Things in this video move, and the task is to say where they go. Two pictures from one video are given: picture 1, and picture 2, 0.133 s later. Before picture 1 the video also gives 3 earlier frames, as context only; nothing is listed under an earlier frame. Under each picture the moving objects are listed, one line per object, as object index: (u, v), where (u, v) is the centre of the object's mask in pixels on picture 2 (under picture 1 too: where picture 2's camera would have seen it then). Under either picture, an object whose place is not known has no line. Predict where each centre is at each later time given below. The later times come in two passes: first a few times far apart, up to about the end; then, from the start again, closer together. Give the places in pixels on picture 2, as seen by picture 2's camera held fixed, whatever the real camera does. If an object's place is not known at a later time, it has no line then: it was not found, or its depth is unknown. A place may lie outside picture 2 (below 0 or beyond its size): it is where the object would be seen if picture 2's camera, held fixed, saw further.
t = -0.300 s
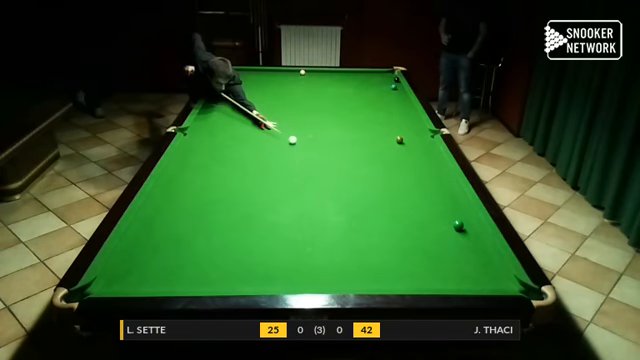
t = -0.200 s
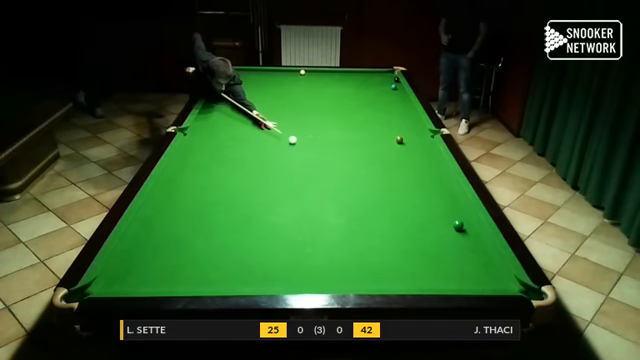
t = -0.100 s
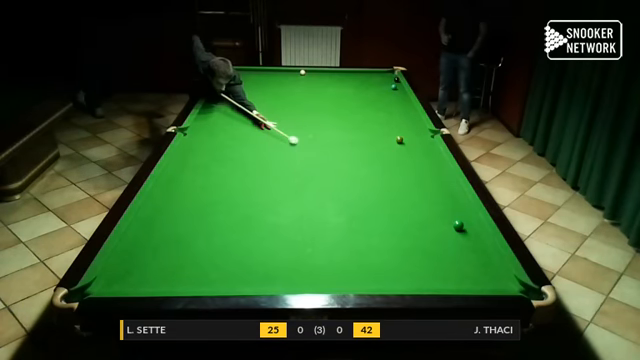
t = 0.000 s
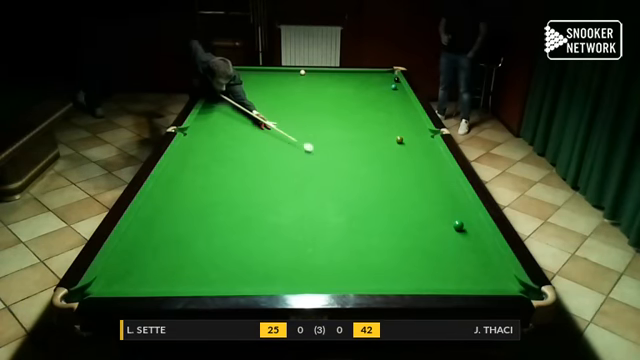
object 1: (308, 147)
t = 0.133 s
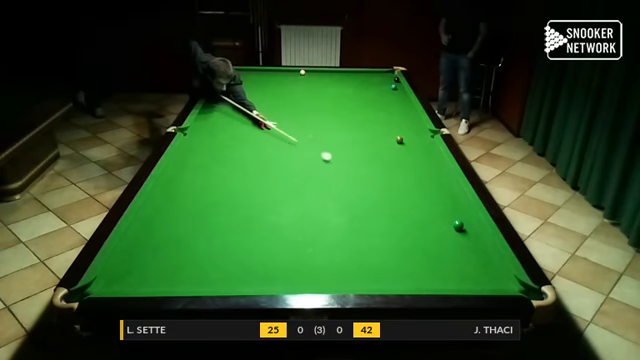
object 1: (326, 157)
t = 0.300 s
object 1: (348, 168)
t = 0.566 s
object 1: (387, 187)
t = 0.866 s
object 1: (438, 213)
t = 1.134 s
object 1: (467, 221)
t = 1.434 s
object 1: (469, 223)
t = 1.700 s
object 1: (457, 225)
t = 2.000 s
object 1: (444, 227)
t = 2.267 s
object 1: (435, 228)
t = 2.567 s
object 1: (426, 230)
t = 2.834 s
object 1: (419, 231)
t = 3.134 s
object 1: (413, 232)
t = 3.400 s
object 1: (409, 232)
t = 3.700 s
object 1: (406, 233)
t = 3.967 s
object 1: (405, 233)
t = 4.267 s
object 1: (405, 233)
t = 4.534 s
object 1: (405, 233)
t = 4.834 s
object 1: (405, 233)
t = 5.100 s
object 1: (405, 233)
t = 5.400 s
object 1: (405, 233)
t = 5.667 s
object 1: (405, 233)
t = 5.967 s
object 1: (405, 233)
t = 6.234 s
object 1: (405, 233)
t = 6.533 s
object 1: (405, 233)
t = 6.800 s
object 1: (405, 233)
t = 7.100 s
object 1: (405, 233)
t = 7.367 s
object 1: (405, 233)
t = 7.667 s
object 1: (405, 233)
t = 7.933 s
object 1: (405, 233)
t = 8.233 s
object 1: (405, 233)
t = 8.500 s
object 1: (405, 233)
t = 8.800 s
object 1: (405, 233)
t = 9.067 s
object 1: (405, 233)
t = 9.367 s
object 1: (405, 233)
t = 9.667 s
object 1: (405, 233)
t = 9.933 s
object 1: (405, 233)
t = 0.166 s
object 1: (330, 159)
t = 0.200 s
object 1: (334, 161)
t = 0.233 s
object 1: (339, 163)
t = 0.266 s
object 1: (344, 165)
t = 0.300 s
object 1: (348, 168)
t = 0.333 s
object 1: (353, 170)
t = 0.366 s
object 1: (358, 172)
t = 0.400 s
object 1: (362, 175)
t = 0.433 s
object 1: (367, 177)
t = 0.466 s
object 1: (372, 180)
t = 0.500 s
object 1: (377, 182)
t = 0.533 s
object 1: (382, 185)
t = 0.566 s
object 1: (387, 187)
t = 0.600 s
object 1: (393, 190)
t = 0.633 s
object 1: (398, 193)
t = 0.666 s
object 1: (403, 195)
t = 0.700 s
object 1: (409, 198)
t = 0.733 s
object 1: (415, 201)
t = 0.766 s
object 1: (420, 204)
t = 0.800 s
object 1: (426, 207)
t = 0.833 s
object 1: (432, 210)
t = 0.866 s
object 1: (438, 213)
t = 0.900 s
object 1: (444, 216)
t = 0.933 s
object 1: (450, 219)
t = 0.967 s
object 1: (453, 219)
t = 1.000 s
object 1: (456, 220)
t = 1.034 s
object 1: (458, 220)
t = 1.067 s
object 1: (461, 220)
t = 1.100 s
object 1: (464, 220)
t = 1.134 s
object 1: (467, 221)
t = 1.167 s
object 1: (470, 221)
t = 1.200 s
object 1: (473, 221)
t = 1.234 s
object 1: (476, 222)
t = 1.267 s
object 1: (477, 222)
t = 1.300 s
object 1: (475, 223)
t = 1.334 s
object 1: (473, 223)
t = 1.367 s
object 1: (472, 223)
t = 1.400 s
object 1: (470, 223)
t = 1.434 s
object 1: (469, 223)
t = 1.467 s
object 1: (467, 224)
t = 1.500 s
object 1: (466, 224)
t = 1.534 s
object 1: (464, 224)
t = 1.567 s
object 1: (462, 224)
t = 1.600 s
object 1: (461, 224)
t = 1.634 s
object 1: (460, 225)
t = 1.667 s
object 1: (458, 225)
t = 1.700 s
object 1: (457, 225)
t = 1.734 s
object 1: (455, 225)
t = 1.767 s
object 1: (454, 225)
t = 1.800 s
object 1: (452, 226)
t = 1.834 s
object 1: (451, 226)
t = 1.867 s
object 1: (450, 226)
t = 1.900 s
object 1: (448, 226)
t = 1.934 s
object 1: (447, 226)
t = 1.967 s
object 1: (446, 226)
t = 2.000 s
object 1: (444, 227)
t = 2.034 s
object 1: (443, 227)
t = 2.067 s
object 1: (442, 227)
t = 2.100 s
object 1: (441, 227)
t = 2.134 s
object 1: (439, 228)
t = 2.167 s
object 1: (438, 228)
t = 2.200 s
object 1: (437, 228)
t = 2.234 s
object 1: (436, 228)
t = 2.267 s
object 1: (435, 228)
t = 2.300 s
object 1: (434, 228)
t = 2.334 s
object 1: (432, 229)
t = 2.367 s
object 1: (431, 229)
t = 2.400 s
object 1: (430, 229)
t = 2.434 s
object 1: (429, 229)
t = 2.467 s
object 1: (428, 229)
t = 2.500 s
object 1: (427, 230)
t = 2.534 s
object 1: (426, 230)
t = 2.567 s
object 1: (426, 230)
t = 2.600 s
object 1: (424, 230)
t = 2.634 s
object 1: (424, 230)
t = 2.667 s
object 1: (423, 230)
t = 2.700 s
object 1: (422, 230)
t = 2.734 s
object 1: (421, 231)
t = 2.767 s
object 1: (420, 231)
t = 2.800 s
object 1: (419, 231)
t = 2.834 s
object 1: (419, 231)
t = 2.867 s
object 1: (418, 231)
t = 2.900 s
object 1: (417, 231)
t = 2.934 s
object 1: (416, 231)
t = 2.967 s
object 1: (416, 231)
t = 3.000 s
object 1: (415, 231)
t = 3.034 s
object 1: (414, 231)
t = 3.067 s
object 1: (414, 232)
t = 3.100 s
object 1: (413, 232)
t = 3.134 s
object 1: (413, 232)
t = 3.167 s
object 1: (412, 232)
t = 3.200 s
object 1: (412, 232)
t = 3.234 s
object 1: (411, 232)
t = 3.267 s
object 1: (411, 232)
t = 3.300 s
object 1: (410, 232)
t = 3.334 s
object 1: (410, 232)
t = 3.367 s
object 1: (409, 232)
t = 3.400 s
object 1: (409, 232)
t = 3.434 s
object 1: (408, 233)
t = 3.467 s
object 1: (408, 233)
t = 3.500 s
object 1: (408, 233)
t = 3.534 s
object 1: (407, 233)
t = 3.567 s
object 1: (407, 233)
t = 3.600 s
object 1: (407, 233)
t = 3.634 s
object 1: (407, 233)
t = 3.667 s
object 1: (406, 233)
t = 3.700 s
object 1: (406, 233)
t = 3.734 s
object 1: (406, 233)
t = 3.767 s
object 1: (406, 233)
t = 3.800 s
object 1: (405, 233)
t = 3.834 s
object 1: (405, 233)
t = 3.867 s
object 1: (405, 233)
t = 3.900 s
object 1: (405, 233)
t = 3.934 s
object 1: (405, 233)
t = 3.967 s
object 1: (405, 233)
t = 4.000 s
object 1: (405, 233)
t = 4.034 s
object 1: (405, 233)
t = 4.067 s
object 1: (405, 233)
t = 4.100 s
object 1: (405, 233)
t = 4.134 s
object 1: (405, 233)
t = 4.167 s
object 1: (405, 233)
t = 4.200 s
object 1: (404, 233)
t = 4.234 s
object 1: (404, 233)
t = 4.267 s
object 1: (405, 233)
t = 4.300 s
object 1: (405, 233)
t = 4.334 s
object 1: (405, 233)
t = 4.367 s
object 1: (405, 233)
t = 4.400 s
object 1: (405, 233)
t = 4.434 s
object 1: (405, 233)
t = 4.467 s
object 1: (405, 233)
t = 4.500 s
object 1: (405, 233)
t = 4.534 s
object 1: (405, 233)
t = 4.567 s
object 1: (405, 233)
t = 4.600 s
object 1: (405, 233)
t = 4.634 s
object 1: (405, 233)
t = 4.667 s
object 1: (405, 233)
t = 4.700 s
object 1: (405, 233)
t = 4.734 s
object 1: (405, 233)
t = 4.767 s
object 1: (405, 233)
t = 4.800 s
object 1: (405, 233)
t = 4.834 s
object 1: (405, 233)
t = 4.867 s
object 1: (405, 233)
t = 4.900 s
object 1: (405, 233)
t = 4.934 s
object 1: (405, 233)
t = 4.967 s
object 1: (405, 233)
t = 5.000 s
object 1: (405, 233)
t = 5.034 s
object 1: (405, 233)
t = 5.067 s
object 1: (405, 233)
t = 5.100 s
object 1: (405, 233)
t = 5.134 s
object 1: (405, 233)
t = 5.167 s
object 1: (405, 233)
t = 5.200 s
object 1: (405, 233)
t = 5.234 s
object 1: (405, 233)
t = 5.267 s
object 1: (405, 233)
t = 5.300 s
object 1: (405, 233)
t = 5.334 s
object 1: (405, 233)
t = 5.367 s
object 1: (405, 233)
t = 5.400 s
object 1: (405, 233)
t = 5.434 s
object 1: (405, 233)
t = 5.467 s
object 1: (405, 233)
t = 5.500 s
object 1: (405, 233)
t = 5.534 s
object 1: (405, 233)
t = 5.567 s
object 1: (405, 233)
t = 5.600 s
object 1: (405, 233)
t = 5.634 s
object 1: (405, 233)
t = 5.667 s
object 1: (405, 233)
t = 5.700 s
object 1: (405, 233)
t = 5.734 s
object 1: (405, 233)
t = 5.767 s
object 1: (405, 233)
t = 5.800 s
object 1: (405, 233)
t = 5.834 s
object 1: (405, 233)
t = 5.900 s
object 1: (405, 233)
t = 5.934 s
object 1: (405, 233)
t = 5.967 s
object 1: (405, 233)
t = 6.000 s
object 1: (405, 233)
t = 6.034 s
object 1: (405, 233)
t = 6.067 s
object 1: (405, 233)
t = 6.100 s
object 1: (405, 233)
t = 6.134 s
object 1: (405, 233)
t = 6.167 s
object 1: (405, 233)
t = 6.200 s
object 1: (405, 233)
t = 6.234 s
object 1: (405, 233)
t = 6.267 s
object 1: (405, 233)
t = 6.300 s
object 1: (405, 233)
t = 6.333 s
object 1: (405, 233)
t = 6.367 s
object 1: (405, 233)
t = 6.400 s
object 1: (405, 233)
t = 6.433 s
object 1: (405, 233)
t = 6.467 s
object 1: (405, 233)
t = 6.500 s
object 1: (405, 233)
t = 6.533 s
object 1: (405, 233)
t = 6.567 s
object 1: (405, 233)
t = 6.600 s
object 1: (405, 233)
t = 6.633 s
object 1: (405, 233)
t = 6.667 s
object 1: (405, 233)
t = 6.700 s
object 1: (405, 233)
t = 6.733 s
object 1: (405, 233)
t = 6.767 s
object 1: (405, 233)
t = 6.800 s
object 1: (405, 233)
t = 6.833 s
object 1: (405, 233)
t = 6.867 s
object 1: (405, 233)
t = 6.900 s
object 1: (405, 233)
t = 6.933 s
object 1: (405, 233)
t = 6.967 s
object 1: (405, 233)
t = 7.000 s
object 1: (405, 233)
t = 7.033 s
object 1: (405, 233)
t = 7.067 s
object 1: (405, 233)
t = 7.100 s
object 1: (405, 233)
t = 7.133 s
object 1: (405, 233)
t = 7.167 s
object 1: (405, 233)
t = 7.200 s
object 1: (405, 233)
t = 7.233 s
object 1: (405, 233)
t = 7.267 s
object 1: (405, 233)
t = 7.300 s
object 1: (405, 233)
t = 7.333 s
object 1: (405, 233)
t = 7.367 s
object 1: (405, 233)
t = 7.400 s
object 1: (405, 233)
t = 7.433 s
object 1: (405, 233)
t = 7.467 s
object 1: (405, 233)
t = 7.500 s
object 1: (405, 233)
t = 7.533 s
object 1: (405, 233)
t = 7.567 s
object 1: (405, 233)
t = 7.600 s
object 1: (405, 233)
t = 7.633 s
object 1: (405, 233)
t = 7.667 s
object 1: (405, 233)
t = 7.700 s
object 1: (405, 233)
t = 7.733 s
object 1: (405, 233)
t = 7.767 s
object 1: (405, 233)
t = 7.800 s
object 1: (405, 233)
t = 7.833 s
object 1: (405, 233)
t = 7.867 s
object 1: (405, 233)
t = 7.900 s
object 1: (405, 233)
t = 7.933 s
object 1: (405, 233)
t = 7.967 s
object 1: (405, 233)
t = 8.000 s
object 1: (405, 233)
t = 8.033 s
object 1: (405, 233)
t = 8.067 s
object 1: (405, 233)
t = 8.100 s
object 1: (405, 233)
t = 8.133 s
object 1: (405, 233)
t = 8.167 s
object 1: (405, 233)
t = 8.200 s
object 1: (405, 233)
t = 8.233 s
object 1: (405, 233)
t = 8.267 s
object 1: (405, 233)
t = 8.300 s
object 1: (405, 233)
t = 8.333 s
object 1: (405, 233)
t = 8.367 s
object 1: (405, 233)
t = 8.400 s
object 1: (405, 233)
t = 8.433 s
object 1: (405, 233)
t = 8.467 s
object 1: (405, 233)
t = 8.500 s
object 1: (405, 233)
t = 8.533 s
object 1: (405, 233)
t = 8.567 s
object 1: (405, 233)
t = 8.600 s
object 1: (405, 233)
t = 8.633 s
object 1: (405, 233)
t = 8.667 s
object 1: (405, 233)
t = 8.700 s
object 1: (405, 233)
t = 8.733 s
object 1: (405, 233)
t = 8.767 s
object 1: (405, 233)
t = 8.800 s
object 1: (405, 233)
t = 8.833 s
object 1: (405, 233)
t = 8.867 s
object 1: (405, 233)
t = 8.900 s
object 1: (405, 233)
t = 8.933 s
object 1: (405, 233)
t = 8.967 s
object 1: (405, 233)
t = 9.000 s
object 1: (405, 233)
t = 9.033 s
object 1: (405, 233)
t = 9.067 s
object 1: (405, 233)
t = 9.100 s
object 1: (405, 233)
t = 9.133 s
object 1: (405, 233)
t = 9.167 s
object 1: (405, 233)
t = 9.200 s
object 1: (405, 233)
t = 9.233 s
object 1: (405, 233)
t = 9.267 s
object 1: (405, 233)
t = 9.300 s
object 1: (405, 233)
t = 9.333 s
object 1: (405, 233)
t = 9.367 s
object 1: (405, 233)
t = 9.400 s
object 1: (405, 233)
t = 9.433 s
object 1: (405, 233)
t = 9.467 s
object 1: (405, 233)
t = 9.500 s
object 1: (405, 233)
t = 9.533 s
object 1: (405, 233)
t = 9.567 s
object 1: (405, 233)
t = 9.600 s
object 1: (405, 233)
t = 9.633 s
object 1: (405, 233)
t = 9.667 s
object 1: (405, 233)
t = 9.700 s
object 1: (405, 233)
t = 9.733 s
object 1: (405, 233)
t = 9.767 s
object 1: (405, 233)
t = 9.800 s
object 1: (405, 233)
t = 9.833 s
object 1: (405, 233)
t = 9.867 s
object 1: (405, 233)
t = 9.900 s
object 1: (405, 233)
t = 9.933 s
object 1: (405, 233)
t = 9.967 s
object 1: (405, 233)
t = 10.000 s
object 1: (405, 233)
